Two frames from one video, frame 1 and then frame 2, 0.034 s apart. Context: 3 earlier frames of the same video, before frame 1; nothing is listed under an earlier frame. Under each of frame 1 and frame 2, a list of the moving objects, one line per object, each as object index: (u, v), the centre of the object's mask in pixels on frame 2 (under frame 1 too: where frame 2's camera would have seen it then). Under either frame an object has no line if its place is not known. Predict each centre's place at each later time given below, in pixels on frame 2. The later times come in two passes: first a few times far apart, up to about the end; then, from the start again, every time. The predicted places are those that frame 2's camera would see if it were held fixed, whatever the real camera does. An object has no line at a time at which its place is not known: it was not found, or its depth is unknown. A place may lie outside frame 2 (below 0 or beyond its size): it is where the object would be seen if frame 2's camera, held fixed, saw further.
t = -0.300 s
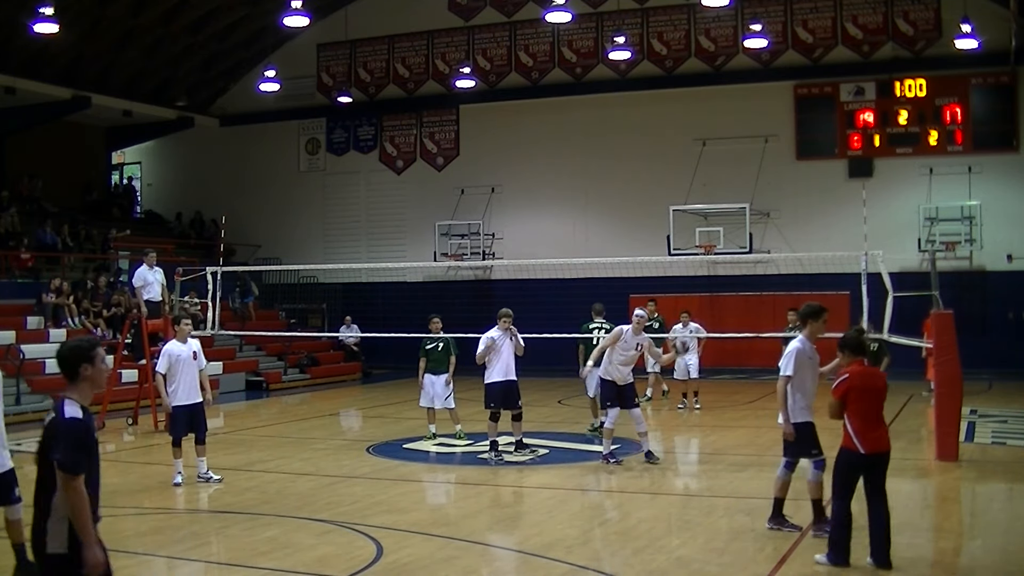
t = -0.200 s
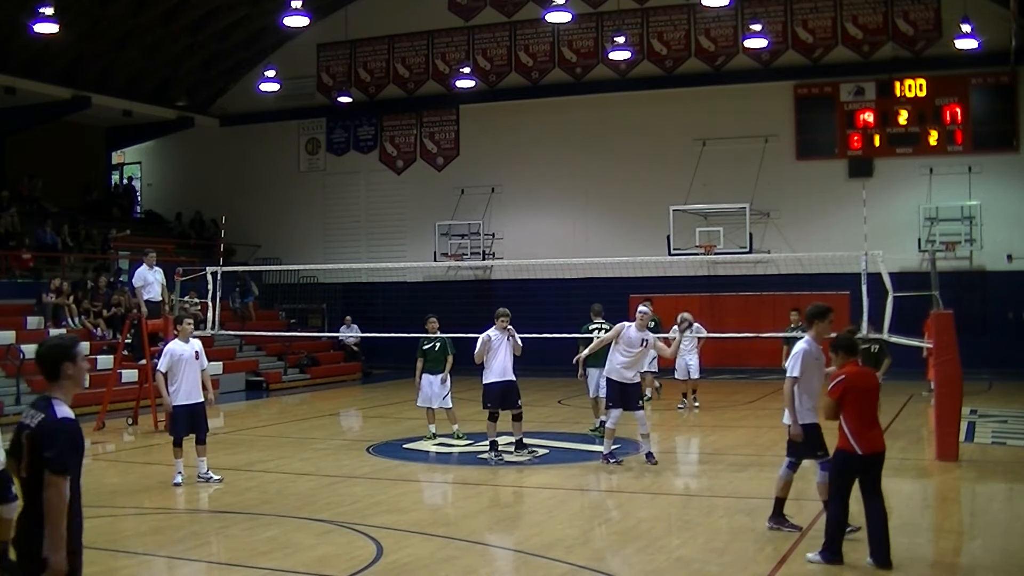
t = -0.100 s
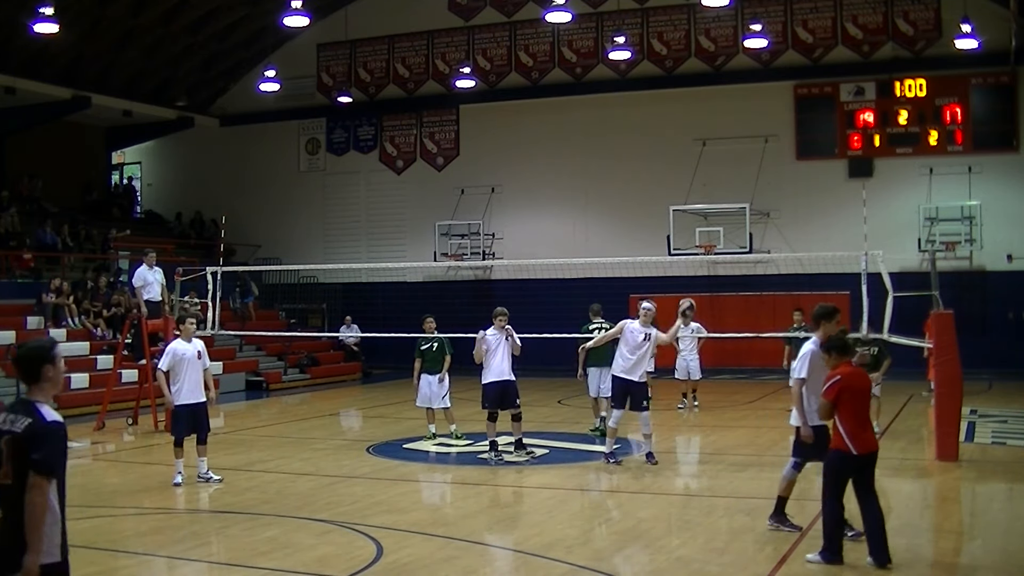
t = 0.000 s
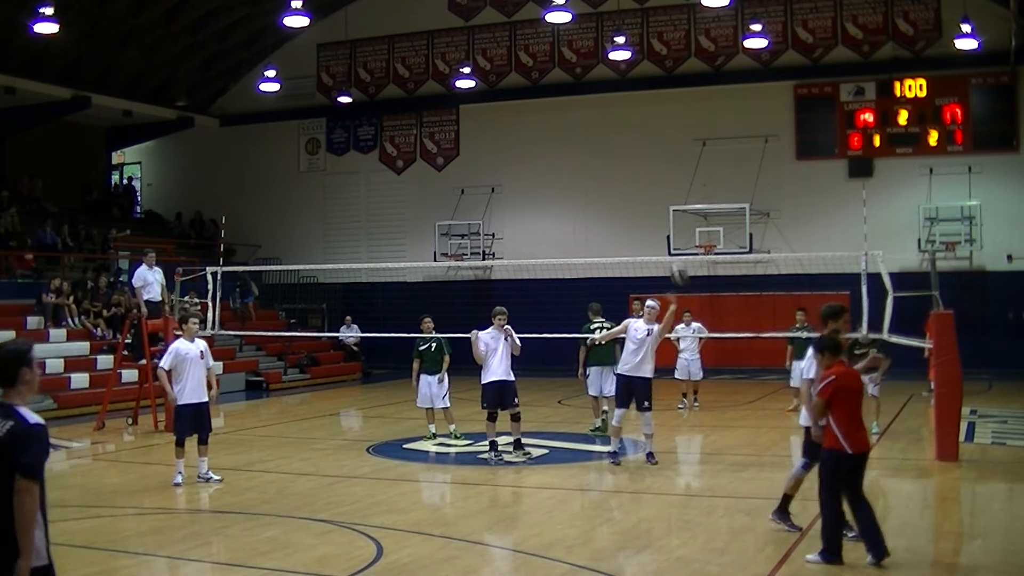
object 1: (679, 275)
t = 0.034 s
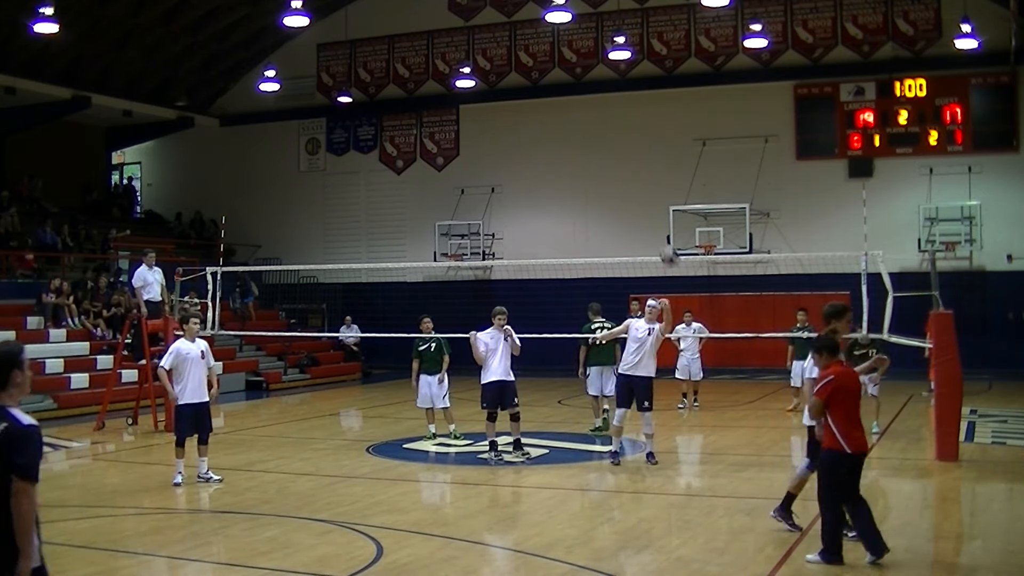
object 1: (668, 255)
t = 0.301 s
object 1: (587, 137)
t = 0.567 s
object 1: (484, 68)
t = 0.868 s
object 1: (325, 79)
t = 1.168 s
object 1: (92, 260)
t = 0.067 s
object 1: (659, 238)
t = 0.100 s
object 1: (650, 222)
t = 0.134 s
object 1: (641, 207)
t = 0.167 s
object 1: (629, 191)
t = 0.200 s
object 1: (619, 177)
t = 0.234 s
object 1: (608, 163)
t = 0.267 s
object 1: (598, 150)
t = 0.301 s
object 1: (587, 137)
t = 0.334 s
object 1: (575, 125)
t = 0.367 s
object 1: (563, 114)
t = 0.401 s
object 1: (551, 105)
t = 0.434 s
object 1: (538, 94)
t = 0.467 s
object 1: (525, 87)
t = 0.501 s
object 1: (513, 80)
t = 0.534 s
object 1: (498, 74)
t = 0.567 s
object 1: (484, 68)
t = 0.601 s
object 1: (468, 63)
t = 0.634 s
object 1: (453, 60)
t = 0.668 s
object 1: (438, 60)
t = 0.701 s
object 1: (420, 59)
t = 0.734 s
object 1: (404, 58)
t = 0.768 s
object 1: (385, 62)
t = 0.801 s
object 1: (367, 66)
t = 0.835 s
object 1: (346, 72)
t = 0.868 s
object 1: (325, 79)
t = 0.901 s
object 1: (304, 88)
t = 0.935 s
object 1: (282, 101)
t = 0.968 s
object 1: (259, 113)
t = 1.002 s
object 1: (233, 131)
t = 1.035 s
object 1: (209, 150)
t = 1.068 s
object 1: (181, 173)
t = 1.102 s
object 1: (153, 199)
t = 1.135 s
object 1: (123, 228)
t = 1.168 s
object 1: (92, 260)
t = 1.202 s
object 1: (62, 296)
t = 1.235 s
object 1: (28, 335)
